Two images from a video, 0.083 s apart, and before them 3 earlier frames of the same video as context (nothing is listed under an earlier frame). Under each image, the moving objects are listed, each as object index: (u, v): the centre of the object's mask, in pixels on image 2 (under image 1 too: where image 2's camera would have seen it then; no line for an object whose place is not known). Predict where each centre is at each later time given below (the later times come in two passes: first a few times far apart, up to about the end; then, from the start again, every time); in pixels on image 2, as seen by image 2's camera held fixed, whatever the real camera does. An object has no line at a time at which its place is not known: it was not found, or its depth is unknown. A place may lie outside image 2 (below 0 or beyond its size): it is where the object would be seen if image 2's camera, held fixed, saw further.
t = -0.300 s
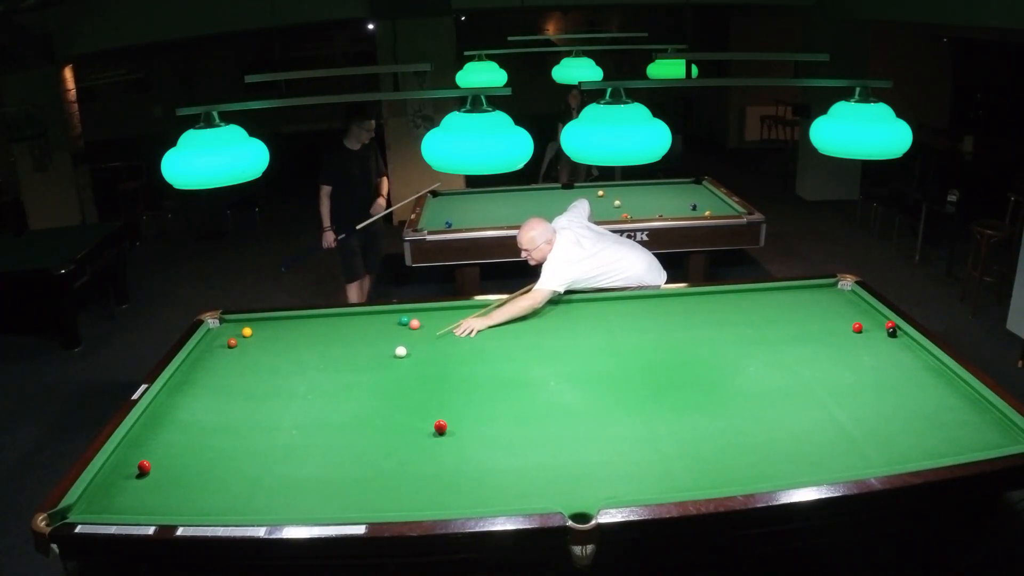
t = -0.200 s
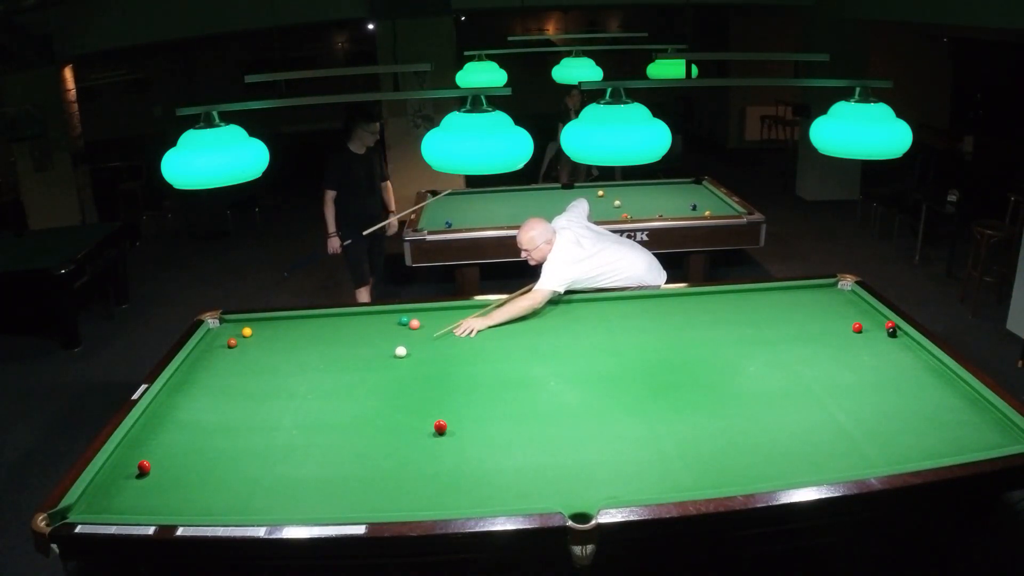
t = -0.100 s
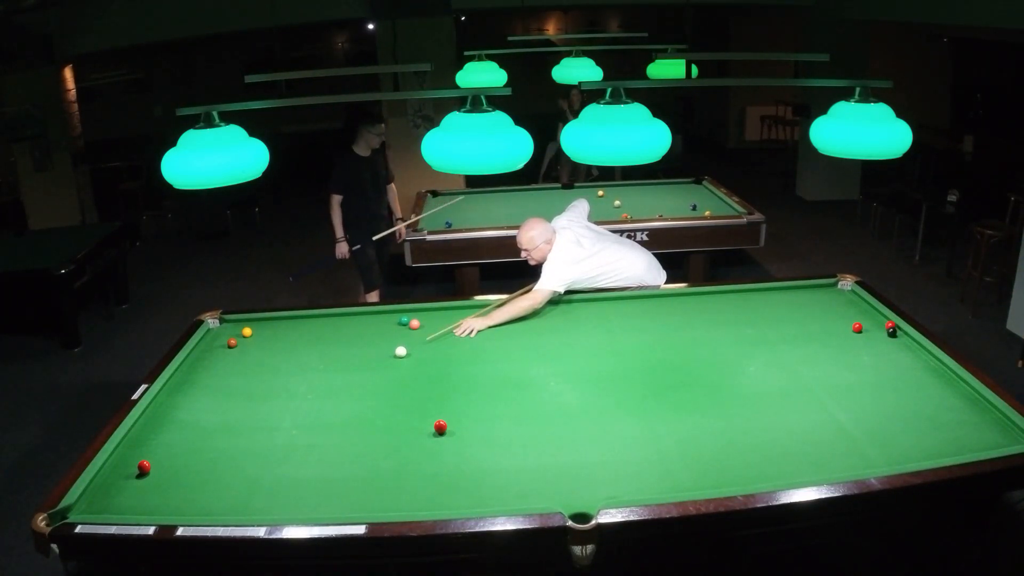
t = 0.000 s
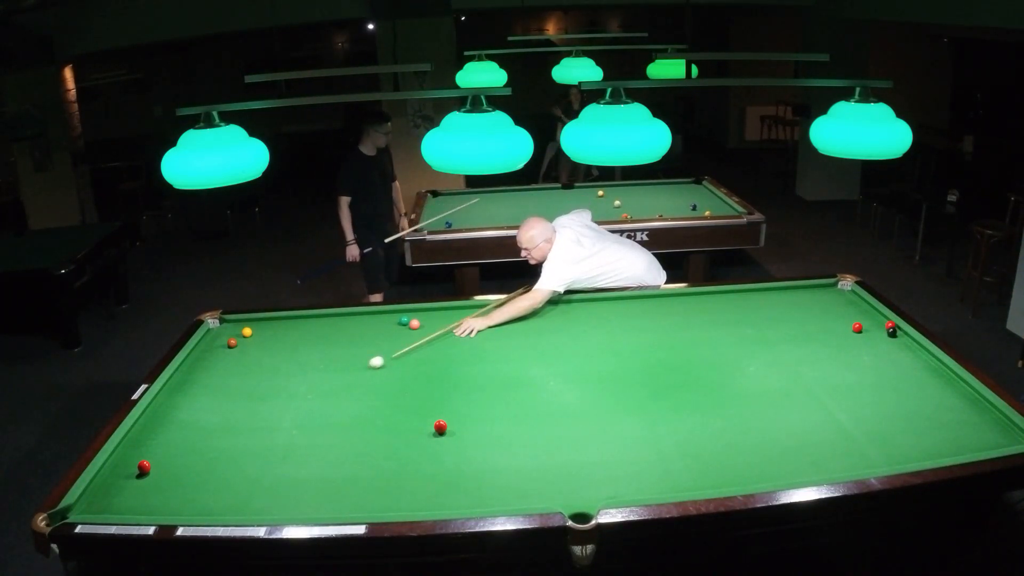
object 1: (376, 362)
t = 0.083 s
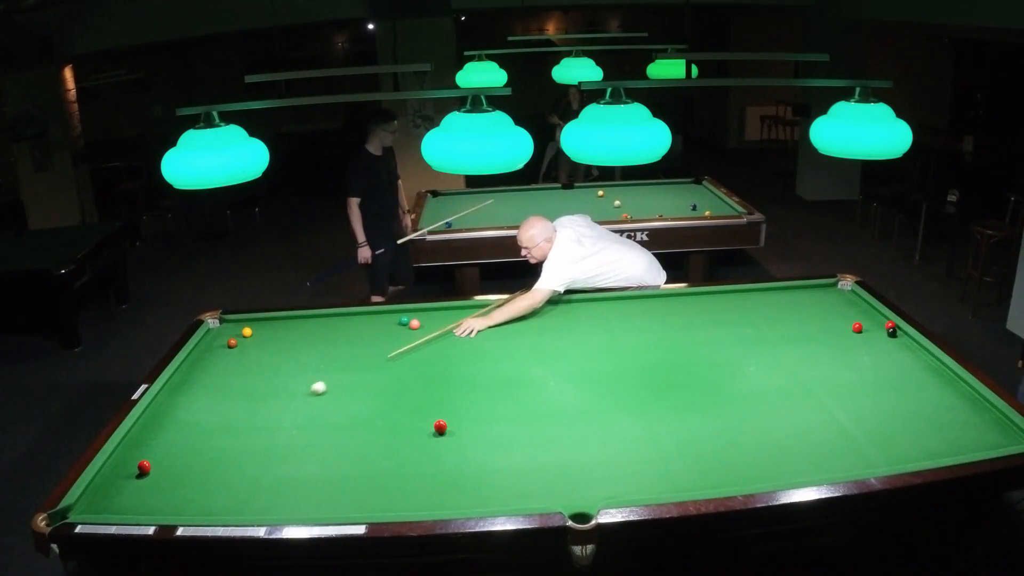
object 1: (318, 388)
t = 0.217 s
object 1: (223, 430)
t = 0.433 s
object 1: (134, 458)
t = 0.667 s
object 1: (131, 466)
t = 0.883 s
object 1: (162, 479)
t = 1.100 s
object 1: (196, 490)
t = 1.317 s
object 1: (231, 503)
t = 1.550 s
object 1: (271, 512)
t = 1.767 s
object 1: (306, 506)
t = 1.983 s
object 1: (340, 499)
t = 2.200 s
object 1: (372, 491)
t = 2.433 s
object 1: (405, 482)
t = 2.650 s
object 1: (433, 475)
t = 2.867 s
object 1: (460, 469)
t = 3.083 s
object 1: (485, 463)
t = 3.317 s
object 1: (511, 456)
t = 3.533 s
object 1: (533, 451)
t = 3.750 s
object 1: (553, 446)
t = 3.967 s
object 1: (572, 441)
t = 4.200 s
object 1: (590, 436)
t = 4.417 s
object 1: (606, 432)
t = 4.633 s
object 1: (621, 427)
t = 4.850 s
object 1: (634, 424)
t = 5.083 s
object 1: (647, 420)
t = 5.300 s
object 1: (658, 417)
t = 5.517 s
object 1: (668, 415)
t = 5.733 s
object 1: (676, 412)
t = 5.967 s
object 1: (684, 410)
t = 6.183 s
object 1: (691, 408)
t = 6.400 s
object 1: (696, 407)
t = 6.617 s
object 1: (700, 405)
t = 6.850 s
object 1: (704, 404)
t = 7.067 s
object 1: (706, 404)
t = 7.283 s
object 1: (707, 404)
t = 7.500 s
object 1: (708, 404)
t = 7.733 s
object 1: (708, 404)
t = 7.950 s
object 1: (708, 404)
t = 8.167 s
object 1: (708, 404)
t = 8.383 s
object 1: (708, 404)
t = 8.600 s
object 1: (708, 404)
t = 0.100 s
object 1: (307, 393)
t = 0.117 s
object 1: (295, 398)
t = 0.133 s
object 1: (283, 404)
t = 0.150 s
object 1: (271, 409)
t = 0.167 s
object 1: (259, 414)
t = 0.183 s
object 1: (247, 420)
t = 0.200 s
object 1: (235, 425)
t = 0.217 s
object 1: (223, 430)
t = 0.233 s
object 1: (212, 435)
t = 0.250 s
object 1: (199, 441)
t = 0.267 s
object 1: (187, 446)
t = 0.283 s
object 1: (175, 452)
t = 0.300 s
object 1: (162, 457)
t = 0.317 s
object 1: (153, 460)
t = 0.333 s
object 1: (151, 460)
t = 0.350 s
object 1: (148, 460)
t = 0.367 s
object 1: (146, 459)
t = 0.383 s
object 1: (143, 459)
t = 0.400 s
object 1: (140, 458)
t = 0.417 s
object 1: (137, 458)
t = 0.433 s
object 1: (134, 458)
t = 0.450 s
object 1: (130, 458)
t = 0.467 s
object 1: (127, 458)
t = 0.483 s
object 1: (123, 458)
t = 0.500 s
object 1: (119, 459)
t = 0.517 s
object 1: (115, 459)
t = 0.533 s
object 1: (111, 460)
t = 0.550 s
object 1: (113, 461)
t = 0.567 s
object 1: (116, 461)
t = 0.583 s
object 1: (119, 462)
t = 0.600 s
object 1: (122, 463)
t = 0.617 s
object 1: (124, 464)
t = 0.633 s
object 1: (127, 465)
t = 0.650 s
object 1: (129, 465)
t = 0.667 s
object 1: (131, 466)
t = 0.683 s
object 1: (134, 467)
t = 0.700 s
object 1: (136, 468)
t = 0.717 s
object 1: (138, 469)
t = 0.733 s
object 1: (141, 470)
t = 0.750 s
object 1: (143, 471)
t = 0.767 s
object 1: (145, 472)
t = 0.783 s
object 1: (148, 473)
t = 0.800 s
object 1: (150, 473)
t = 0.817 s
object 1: (153, 475)
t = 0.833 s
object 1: (155, 475)
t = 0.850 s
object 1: (157, 476)
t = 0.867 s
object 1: (160, 478)
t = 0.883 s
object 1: (162, 479)
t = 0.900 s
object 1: (165, 479)
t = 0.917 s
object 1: (167, 480)
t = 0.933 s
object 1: (170, 481)
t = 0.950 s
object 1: (172, 482)
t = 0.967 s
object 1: (175, 483)
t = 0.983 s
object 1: (177, 484)
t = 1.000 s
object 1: (180, 485)
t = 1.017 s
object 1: (182, 486)
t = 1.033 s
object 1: (185, 487)
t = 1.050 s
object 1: (188, 488)
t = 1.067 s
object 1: (190, 489)
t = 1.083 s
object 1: (193, 490)
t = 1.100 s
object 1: (196, 490)
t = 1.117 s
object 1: (198, 492)
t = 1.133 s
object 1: (201, 492)
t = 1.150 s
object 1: (204, 494)
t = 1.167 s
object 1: (206, 495)
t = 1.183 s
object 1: (209, 495)
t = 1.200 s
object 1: (212, 496)
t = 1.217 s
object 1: (214, 497)
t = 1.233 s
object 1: (217, 498)
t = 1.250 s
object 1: (220, 499)
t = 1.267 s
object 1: (223, 500)
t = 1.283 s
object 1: (225, 501)
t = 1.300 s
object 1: (228, 502)
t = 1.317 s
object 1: (231, 503)
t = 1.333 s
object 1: (233, 504)
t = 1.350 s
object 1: (236, 505)
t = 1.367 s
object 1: (239, 506)
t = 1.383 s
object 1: (242, 507)
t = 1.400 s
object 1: (245, 508)
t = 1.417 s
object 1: (248, 508)
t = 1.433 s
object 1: (250, 509)
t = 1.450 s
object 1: (253, 509)
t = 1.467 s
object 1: (256, 510)
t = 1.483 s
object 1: (259, 511)
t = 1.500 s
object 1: (262, 511)
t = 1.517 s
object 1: (265, 512)
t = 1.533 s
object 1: (268, 512)
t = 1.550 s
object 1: (271, 512)
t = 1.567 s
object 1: (274, 511)
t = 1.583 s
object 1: (276, 511)
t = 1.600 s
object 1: (279, 511)
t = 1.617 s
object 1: (282, 510)
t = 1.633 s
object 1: (284, 510)
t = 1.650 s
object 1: (287, 510)
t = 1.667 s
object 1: (290, 509)
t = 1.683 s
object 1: (293, 509)
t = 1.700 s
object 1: (295, 508)
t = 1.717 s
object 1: (298, 508)
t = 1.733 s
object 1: (301, 508)
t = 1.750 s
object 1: (303, 507)
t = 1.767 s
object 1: (306, 506)
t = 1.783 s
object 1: (309, 506)
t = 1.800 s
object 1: (311, 505)
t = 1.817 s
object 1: (314, 505)
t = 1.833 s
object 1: (317, 504)
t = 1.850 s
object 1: (319, 504)
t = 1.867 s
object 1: (322, 503)
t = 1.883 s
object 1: (325, 502)
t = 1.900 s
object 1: (327, 502)
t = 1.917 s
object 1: (330, 501)
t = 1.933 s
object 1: (332, 500)
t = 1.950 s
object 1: (335, 500)
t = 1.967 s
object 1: (337, 499)
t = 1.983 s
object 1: (340, 499)
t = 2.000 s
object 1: (343, 498)
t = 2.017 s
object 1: (345, 497)
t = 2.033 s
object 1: (348, 496)
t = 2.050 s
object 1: (350, 496)
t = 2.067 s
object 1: (353, 496)
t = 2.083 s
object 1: (355, 495)
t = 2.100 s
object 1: (358, 495)
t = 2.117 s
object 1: (360, 494)
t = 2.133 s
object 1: (362, 493)
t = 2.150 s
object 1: (365, 493)
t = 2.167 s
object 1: (367, 492)
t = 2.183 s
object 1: (370, 491)
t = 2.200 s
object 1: (372, 491)
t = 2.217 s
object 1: (374, 490)
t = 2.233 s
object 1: (377, 490)
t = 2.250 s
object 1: (379, 489)
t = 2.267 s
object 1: (382, 489)
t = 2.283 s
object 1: (384, 488)
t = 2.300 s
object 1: (386, 487)
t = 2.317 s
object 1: (389, 487)
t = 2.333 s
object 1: (391, 486)
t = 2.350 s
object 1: (394, 486)
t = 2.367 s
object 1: (396, 485)
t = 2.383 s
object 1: (398, 484)
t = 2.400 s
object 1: (400, 484)
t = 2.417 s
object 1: (403, 483)
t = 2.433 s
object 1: (405, 482)
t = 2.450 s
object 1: (407, 482)
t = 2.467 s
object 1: (409, 481)
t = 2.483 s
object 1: (412, 481)
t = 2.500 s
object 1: (414, 480)
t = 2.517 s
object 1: (416, 480)
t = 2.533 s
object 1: (418, 479)
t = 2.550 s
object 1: (421, 479)
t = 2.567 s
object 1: (423, 478)
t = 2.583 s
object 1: (425, 478)
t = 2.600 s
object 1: (427, 477)
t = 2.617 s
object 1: (429, 477)
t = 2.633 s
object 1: (431, 476)
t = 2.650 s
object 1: (433, 475)
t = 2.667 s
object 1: (436, 475)
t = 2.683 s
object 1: (438, 474)
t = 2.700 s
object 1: (440, 474)
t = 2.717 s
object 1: (442, 473)
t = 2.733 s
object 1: (444, 473)
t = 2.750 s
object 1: (446, 472)
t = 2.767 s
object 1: (448, 472)
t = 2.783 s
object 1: (450, 471)
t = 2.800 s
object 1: (452, 471)
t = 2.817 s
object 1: (454, 470)
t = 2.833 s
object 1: (456, 470)
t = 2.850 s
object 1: (458, 469)
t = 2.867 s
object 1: (460, 469)
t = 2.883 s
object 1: (462, 468)
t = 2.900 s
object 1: (464, 468)
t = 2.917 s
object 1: (466, 467)
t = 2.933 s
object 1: (468, 467)
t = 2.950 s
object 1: (470, 466)
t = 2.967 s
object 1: (472, 466)
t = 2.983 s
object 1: (474, 465)
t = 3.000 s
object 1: (476, 465)
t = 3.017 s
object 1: (478, 465)
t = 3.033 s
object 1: (480, 464)
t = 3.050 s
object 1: (482, 464)
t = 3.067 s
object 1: (484, 463)
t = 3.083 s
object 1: (485, 463)
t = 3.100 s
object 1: (487, 462)
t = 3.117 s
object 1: (489, 462)
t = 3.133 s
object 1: (491, 461)
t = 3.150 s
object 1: (493, 460)
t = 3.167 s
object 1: (495, 460)
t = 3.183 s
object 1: (496, 460)
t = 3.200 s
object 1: (498, 459)
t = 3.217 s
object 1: (500, 459)
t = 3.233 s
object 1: (502, 458)
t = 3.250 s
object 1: (504, 458)
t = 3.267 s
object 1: (506, 458)
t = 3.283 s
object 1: (507, 457)
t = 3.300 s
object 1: (509, 457)
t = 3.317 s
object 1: (511, 456)
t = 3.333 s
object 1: (513, 456)
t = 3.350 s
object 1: (514, 455)
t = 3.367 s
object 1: (516, 455)
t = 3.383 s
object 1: (518, 455)
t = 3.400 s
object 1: (519, 454)
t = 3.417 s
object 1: (521, 454)
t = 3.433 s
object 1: (523, 453)
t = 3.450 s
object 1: (524, 453)
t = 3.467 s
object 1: (526, 452)
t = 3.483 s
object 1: (528, 452)
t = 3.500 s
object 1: (530, 451)
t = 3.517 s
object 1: (531, 451)
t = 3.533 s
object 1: (533, 451)
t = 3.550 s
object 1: (534, 450)
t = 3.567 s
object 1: (536, 450)
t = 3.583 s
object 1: (537, 449)
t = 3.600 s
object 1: (539, 449)
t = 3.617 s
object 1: (541, 449)
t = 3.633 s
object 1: (542, 448)
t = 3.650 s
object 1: (544, 448)
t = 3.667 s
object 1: (545, 448)
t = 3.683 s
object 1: (547, 447)
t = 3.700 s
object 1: (548, 447)
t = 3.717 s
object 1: (550, 447)
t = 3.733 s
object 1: (551, 446)
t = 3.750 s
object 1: (553, 446)
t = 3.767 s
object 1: (554, 445)
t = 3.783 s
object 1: (556, 445)
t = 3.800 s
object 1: (557, 444)
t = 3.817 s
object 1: (559, 444)
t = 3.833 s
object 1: (560, 443)
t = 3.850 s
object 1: (562, 443)
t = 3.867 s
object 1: (563, 443)
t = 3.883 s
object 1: (565, 442)
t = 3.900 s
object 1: (566, 442)
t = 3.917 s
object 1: (568, 442)
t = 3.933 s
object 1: (569, 441)
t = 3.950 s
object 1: (570, 441)
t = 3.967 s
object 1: (572, 441)
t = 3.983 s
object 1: (573, 440)
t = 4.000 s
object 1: (574, 440)
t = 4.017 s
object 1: (576, 440)
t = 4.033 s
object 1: (577, 439)
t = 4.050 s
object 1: (578, 439)
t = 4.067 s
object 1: (580, 439)
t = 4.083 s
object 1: (581, 438)
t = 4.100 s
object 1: (582, 438)
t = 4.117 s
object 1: (584, 437)
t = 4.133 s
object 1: (585, 437)
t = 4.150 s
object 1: (586, 437)
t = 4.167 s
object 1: (588, 436)
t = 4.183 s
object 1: (589, 436)
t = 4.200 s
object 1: (590, 436)
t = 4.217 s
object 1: (591, 435)
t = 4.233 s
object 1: (593, 435)
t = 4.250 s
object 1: (594, 435)
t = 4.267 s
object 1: (595, 434)
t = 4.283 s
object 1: (596, 434)
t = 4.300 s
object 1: (598, 434)
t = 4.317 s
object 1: (599, 433)
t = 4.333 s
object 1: (600, 433)
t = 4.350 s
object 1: (601, 433)
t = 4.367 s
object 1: (602, 432)
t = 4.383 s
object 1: (604, 432)
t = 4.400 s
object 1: (605, 432)
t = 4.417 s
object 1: (606, 432)
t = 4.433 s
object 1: (607, 431)
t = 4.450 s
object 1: (608, 431)
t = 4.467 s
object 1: (609, 431)
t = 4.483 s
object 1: (610, 430)
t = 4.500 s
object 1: (612, 430)
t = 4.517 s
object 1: (613, 430)
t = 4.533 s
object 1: (614, 429)
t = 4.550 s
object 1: (615, 429)
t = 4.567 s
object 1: (616, 428)
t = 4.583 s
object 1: (617, 428)
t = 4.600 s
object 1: (618, 428)
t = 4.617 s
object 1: (619, 428)
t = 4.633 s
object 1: (621, 427)
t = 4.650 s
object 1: (622, 427)
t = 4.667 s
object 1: (623, 427)
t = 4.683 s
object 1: (624, 427)
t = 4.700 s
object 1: (625, 426)
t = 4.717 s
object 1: (626, 426)
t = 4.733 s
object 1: (627, 426)
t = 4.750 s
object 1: (628, 425)
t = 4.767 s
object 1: (629, 425)
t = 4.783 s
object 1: (630, 425)
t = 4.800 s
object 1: (631, 425)
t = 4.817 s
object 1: (632, 425)
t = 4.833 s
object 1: (633, 424)
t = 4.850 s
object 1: (634, 424)
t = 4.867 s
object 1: (635, 424)
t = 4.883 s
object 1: (636, 423)
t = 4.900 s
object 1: (637, 423)
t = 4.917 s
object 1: (638, 423)
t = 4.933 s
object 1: (639, 423)
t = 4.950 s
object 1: (640, 422)
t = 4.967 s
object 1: (641, 422)
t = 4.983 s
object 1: (641, 422)
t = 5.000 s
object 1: (642, 421)
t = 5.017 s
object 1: (643, 421)
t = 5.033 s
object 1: (644, 421)
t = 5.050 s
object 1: (645, 421)
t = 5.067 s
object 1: (646, 420)
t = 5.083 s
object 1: (647, 420)
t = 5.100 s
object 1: (648, 420)
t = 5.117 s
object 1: (649, 420)
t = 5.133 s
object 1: (649, 419)
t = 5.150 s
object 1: (650, 419)
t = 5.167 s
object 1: (651, 419)
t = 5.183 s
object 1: (652, 419)
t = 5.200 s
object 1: (653, 418)
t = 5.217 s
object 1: (654, 418)
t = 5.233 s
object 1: (655, 418)
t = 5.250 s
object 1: (656, 418)
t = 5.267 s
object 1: (656, 418)
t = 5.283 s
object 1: (657, 418)
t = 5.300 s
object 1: (658, 417)
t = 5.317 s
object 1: (659, 417)
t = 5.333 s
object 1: (659, 417)
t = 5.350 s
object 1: (660, 417)
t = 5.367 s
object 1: (661, 416)
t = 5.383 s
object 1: (662, 416)
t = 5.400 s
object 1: (662, 416)
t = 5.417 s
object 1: (663, 416)
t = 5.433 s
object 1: (664, 416)
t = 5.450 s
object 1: (665, 416)
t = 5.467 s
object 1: (666, 415)
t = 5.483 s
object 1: (666, 415)
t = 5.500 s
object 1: (667, 415)
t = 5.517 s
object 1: (668, 415)
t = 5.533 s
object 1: (668, 415)
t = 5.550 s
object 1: (669, 414)
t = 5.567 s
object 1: (669, 414)
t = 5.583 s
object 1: (670, 414)
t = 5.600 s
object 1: (671, 414)
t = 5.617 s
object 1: (671, 413)
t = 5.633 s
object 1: (672, 413)
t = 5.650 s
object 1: (673, 413)
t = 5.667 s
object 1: (673, 413)
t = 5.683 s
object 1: (674, 413)
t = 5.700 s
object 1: (675, 413)
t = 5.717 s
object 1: (675, 413)
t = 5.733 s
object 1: (676, 412)
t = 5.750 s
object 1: (677, 412)
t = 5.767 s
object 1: (677, 412)
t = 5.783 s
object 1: (678, 411)
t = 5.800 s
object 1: (678, 411)
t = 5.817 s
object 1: (679, 411)
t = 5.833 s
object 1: (680, 411)
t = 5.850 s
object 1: (680, 411)
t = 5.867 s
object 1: (681, 411)
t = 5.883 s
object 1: (681, 411)
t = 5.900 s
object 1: (682, 411)
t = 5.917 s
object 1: (682, 411)
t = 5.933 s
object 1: (683, 410)
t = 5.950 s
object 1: (684, 410)
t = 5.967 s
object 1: (684, 410)
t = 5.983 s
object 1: (685, 410)
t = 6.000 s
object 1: (685, 410)
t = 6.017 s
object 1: (686, 410)
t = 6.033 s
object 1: (686, 410)
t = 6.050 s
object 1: (687, 409)
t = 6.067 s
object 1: (687, 409)
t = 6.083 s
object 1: (688, 409)
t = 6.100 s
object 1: (688, 409)
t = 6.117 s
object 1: (689, 409)
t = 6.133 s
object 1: (689, 409)
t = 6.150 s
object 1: (690, 409)
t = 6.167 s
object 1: (690, 409)
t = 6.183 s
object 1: (691, 408)
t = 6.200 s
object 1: (691, 408)
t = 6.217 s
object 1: (691, 408)
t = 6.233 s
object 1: (692, 408)
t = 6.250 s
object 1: (692, 408)
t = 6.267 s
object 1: (693, 408)
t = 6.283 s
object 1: (693, 408)
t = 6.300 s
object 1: (693, 408)
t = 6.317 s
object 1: (694, 407)
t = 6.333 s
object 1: (694, 407)
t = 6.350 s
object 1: (694, 407)
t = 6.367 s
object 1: (695, 407)
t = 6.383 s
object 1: (695, 407)
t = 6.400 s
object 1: (696, 407)
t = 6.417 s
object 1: (696, 407)
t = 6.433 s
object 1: (696, 407)
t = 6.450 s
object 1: (697, 406)
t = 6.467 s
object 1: (697, 406)
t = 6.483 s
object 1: (697, 406)
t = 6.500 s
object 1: (698, 406)
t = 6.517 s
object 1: (698, 406)
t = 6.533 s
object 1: (698, 406)
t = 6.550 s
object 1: (699, 406)
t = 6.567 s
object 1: (699, 406)
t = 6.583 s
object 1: (699, 406)
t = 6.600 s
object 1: (700, 406)
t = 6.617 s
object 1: (700, 405)
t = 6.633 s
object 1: (700, 405)
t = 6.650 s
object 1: (700, 405)
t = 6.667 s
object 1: (701, 405)
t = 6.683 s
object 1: (701, 405)
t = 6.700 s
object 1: (701, 405)
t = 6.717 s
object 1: (702, 405)
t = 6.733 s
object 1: (702, 405)
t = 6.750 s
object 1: (702, 405)
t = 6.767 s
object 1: (702, 405)
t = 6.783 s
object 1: (703, 405)
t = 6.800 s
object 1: (703, 405)
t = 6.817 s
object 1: (703, 404)
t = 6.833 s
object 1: (703, 404)
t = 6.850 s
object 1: (704, 404)
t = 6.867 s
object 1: (704, 404)
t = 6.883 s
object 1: (704, 404)
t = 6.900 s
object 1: (704, 404)
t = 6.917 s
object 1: (704, 404)
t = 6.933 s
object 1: (705, 404)
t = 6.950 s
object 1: (705, 404)
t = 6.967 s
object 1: (705, 404)
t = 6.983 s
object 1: (705, 404)
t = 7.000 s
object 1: (705, 404)
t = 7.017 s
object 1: (706, 404)
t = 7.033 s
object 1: (706, 404)
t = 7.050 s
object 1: (706, 404)
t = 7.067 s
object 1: (706, 404)
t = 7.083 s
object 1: (706, 404)
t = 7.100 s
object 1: (706, 404)
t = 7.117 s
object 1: (706, 404)
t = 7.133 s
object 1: (706, 404)
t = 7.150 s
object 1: (707, 404)
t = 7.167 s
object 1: (707, 404)
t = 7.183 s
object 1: (707, 404)
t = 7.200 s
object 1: (707, 404)
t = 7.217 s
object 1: (707, 404)
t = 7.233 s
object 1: (707, 404)
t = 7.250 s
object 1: (707, 404)
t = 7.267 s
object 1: (707, 404)
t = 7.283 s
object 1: (707, 404)
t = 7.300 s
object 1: (707, 404)
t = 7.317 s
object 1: (707, 404)
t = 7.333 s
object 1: (707, 404)
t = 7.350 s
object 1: (708, 404)
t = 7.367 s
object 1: (708, 404)
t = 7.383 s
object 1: (708, 404)
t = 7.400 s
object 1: (708, 404)
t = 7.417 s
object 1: (708, 404)
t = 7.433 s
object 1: (708, 404)
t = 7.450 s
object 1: (708, 404)
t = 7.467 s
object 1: (708, 404)
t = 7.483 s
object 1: (708, 404)
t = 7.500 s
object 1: (708, 404)
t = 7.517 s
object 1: (708, 404)
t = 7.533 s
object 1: (708, 404)
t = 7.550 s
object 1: (708, 404)
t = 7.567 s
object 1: (708, 404)
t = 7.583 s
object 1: (708, 404)
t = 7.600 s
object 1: (708, 404)
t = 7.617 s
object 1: (708, 404)
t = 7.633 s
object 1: (708, 404)
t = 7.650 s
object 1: (708, 404)
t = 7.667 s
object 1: (708, 404)
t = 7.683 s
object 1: (708, 404)
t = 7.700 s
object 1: (708, 404)
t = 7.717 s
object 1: (708, 404)
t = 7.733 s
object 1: (708, 404)
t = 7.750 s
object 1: (708, 404)
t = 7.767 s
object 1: (708, 404)
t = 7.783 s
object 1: (708, 404)
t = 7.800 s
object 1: (708, 404)
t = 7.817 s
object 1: (708, 404)
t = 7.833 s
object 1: (708, 404)
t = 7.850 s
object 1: (708, 404)
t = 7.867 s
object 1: (708, 404)
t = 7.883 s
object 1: (708, 404)
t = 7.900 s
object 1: (708, 404)
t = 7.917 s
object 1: (708, 404)
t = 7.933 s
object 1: (708, 404)
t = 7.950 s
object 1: (708, 404)
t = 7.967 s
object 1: (708, 404)
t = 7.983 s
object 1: (708, 404)
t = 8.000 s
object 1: (708, 404)
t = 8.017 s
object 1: (708, 404)
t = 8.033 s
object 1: (708, 404)
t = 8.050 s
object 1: (708, 404)
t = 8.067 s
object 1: (708, 404)
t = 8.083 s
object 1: (708, 404)
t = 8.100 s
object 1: (708, 404)
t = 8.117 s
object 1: (708, 404)
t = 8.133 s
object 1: (708, 404)
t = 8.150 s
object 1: (708, 404)
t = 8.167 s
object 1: (708, 404)
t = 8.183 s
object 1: (708, 404)
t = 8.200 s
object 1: (708, 404)
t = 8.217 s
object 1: (708, 404)
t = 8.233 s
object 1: (708, 404)
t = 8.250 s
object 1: (708, 404)
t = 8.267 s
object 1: (708, 404)
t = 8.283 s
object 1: (708, 404)
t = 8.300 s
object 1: (708, 404)
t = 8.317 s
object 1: (708, 404)
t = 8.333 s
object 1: (708, 404)
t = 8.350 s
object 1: (708, 404)
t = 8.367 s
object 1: (708, 404)
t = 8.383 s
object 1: (708, 404)
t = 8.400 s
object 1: (708, 404)
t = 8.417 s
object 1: (708, 404)
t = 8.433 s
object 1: (708, 404)
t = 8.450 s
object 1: (708, 404)
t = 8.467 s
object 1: (708, 404)
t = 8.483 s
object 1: (708, 404)
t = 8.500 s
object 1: (708, 404)
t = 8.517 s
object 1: (708, 404)
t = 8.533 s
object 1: (708, 404)
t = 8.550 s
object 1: (708, 404)
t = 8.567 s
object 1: (708, 404)
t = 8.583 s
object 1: (708, 404)
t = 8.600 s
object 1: (708, 404)
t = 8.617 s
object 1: (708, 404)
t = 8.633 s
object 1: (708, 404)
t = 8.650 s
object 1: (708, 404)
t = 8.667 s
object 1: (708, 404)
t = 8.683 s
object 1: (708, 404)
